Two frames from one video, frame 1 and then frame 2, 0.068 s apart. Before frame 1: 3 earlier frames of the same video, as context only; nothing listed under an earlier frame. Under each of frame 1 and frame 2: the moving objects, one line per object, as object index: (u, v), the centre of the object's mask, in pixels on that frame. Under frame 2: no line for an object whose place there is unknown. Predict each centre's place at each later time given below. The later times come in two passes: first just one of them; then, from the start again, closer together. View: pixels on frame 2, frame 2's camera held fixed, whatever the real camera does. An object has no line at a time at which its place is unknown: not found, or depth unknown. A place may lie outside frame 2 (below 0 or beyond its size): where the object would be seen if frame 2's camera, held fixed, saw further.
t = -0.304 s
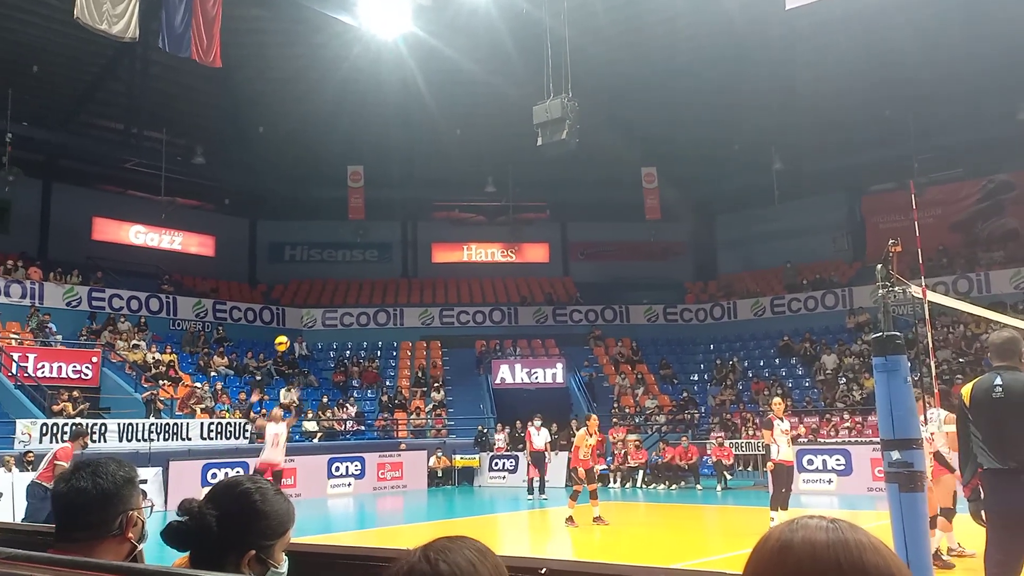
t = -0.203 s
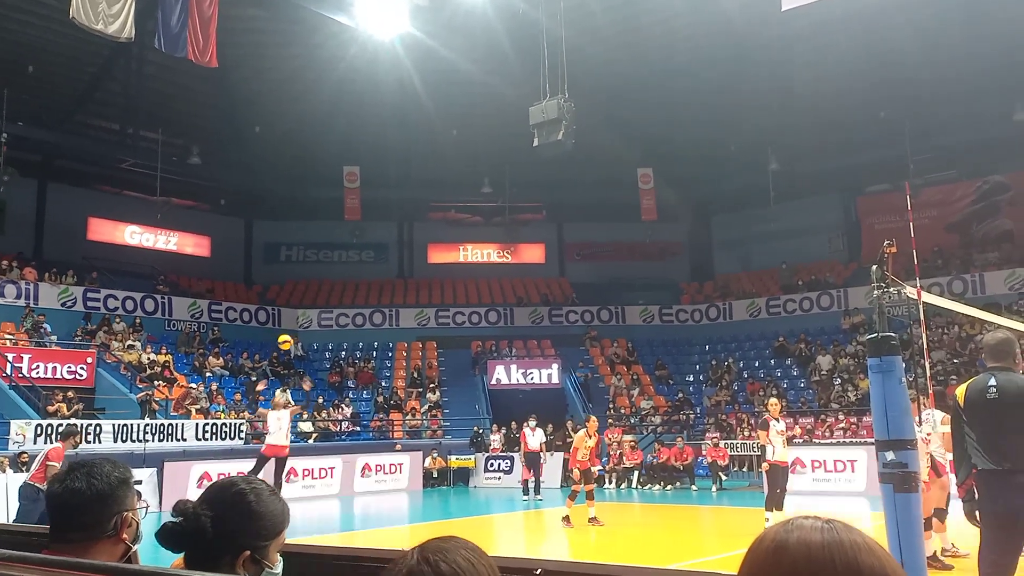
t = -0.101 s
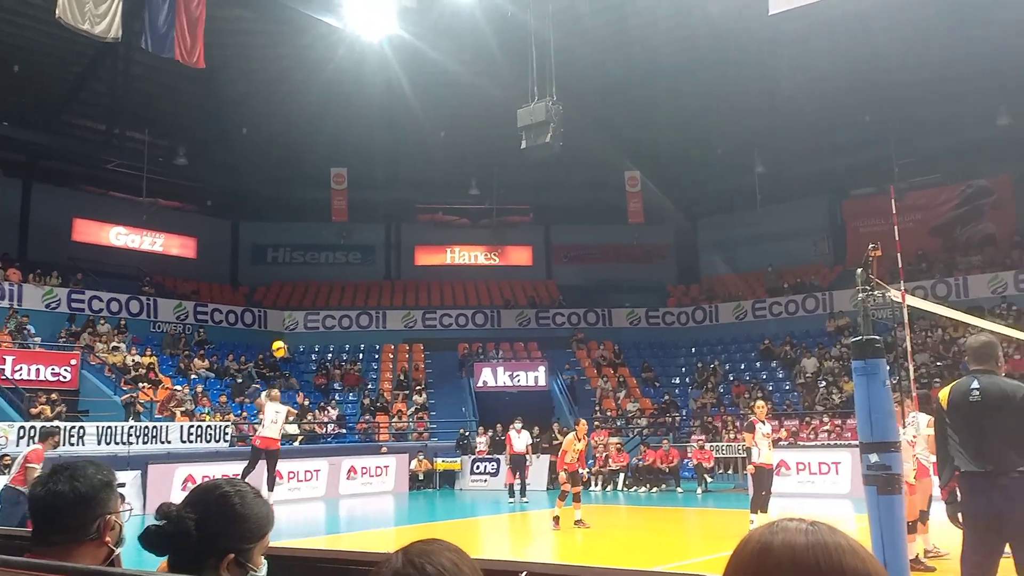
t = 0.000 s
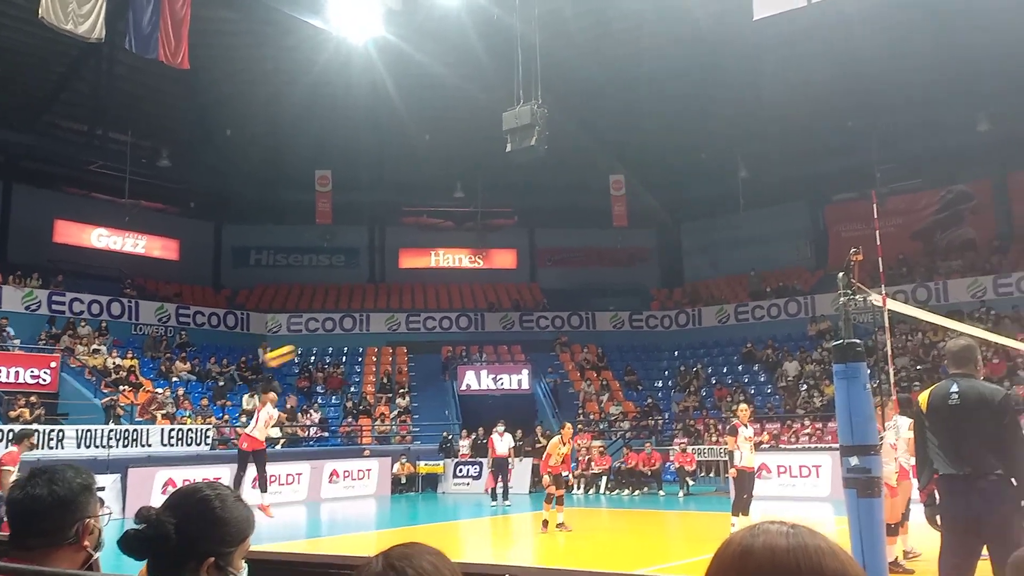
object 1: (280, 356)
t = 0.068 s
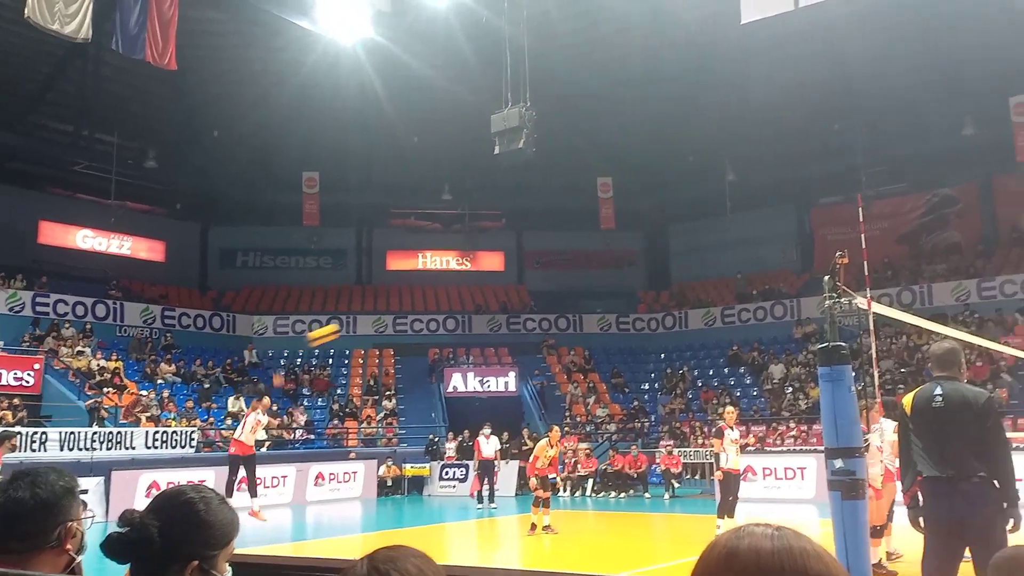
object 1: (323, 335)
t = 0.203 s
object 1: (441, 293)
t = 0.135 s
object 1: (382, 313)
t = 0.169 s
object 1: (411, 303)
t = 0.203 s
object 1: (441, 293)
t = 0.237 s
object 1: (471, 283)
